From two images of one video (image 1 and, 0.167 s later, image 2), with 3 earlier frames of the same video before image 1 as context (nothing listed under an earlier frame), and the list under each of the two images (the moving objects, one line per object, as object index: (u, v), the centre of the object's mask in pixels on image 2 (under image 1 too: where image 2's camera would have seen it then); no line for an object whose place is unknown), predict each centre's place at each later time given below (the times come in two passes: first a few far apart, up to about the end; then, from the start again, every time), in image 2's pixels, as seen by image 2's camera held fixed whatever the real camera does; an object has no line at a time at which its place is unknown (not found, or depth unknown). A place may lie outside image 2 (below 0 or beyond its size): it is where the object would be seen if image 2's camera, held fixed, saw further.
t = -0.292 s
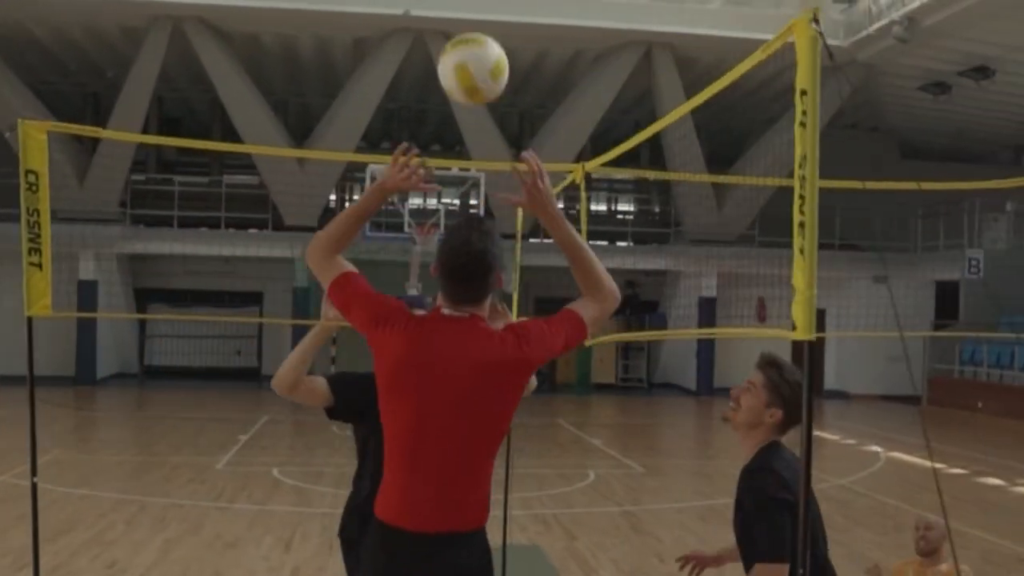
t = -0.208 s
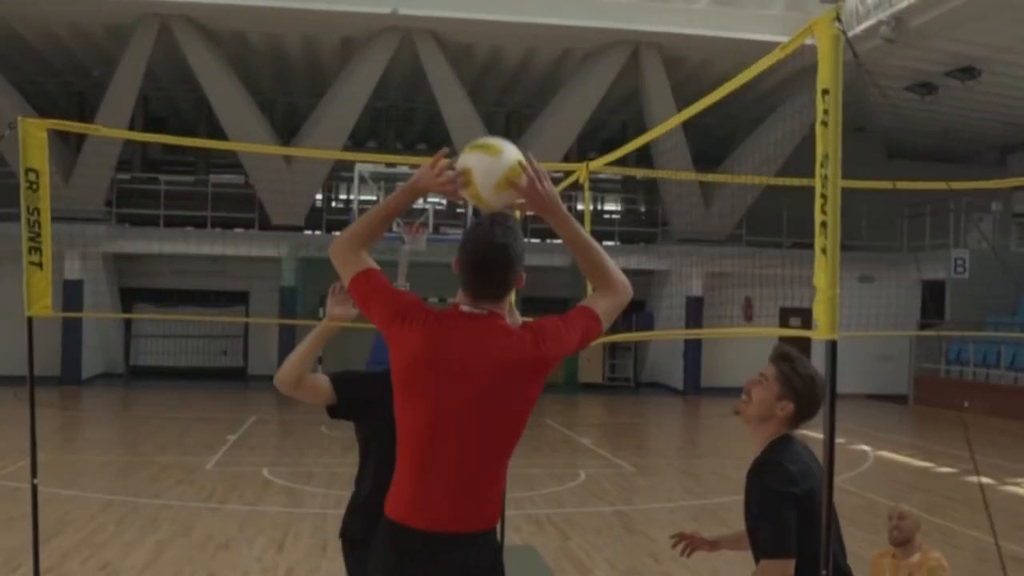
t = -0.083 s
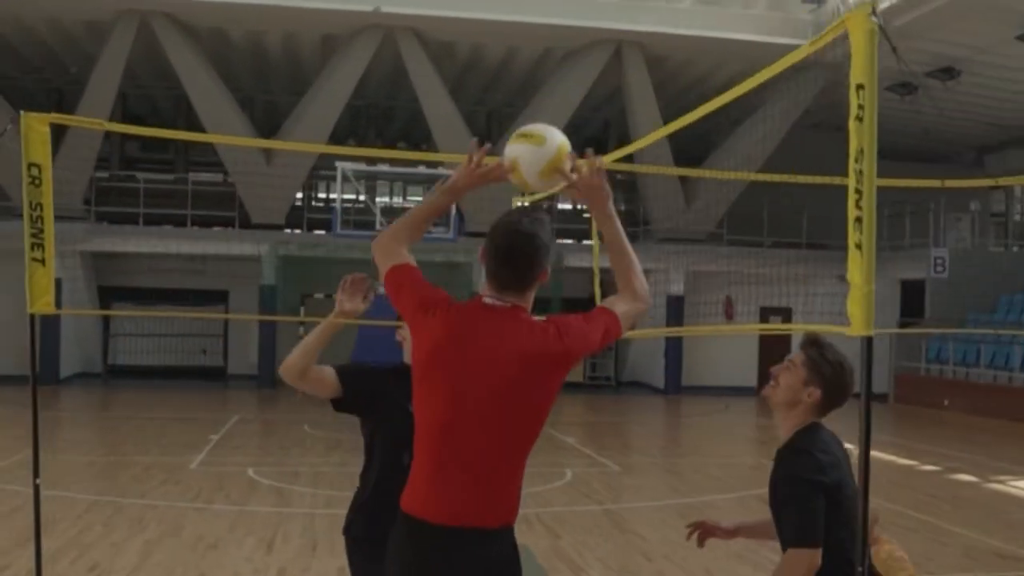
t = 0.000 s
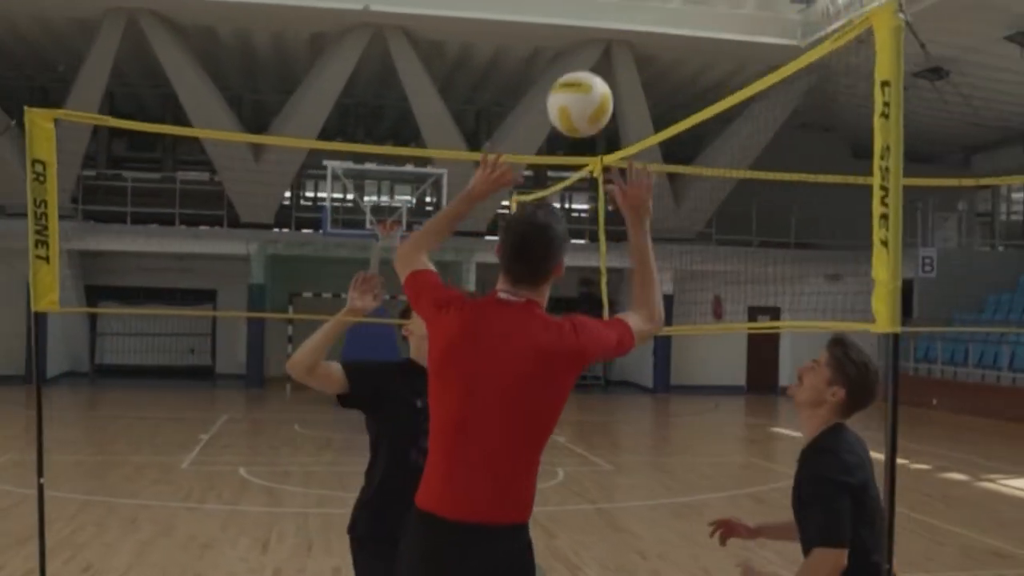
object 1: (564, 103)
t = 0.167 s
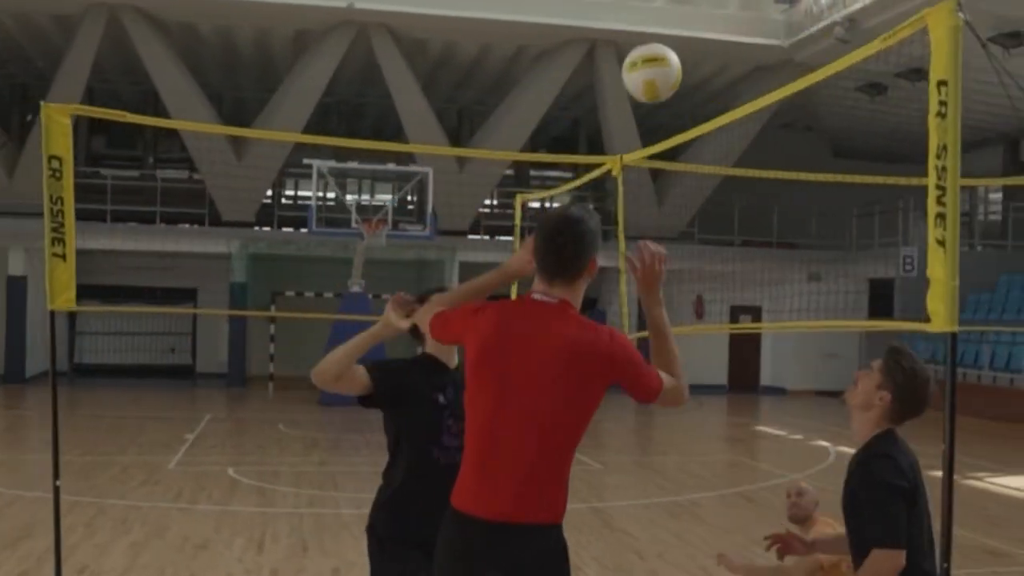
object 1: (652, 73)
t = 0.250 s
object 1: (688, 89)
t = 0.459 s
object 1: (762, 196)
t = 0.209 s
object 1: (670, 79)
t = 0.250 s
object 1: (688, 89)
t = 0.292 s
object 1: (705, 103)
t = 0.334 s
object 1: (719, 116)
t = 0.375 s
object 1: (734, 136)
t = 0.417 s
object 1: (749, 167)
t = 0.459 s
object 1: (762, 196)
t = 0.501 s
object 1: (775, 223)
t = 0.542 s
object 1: (786, 255)
